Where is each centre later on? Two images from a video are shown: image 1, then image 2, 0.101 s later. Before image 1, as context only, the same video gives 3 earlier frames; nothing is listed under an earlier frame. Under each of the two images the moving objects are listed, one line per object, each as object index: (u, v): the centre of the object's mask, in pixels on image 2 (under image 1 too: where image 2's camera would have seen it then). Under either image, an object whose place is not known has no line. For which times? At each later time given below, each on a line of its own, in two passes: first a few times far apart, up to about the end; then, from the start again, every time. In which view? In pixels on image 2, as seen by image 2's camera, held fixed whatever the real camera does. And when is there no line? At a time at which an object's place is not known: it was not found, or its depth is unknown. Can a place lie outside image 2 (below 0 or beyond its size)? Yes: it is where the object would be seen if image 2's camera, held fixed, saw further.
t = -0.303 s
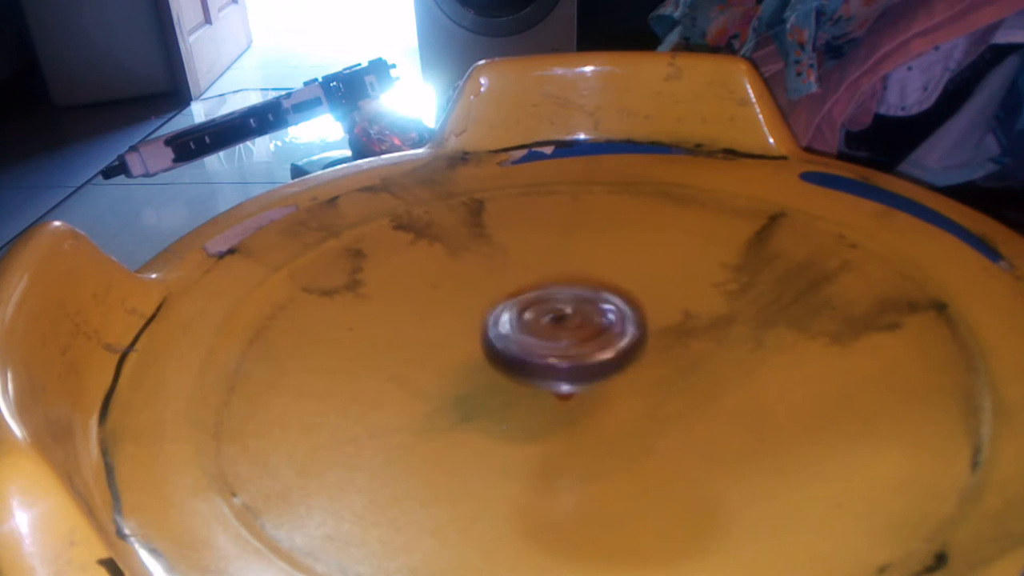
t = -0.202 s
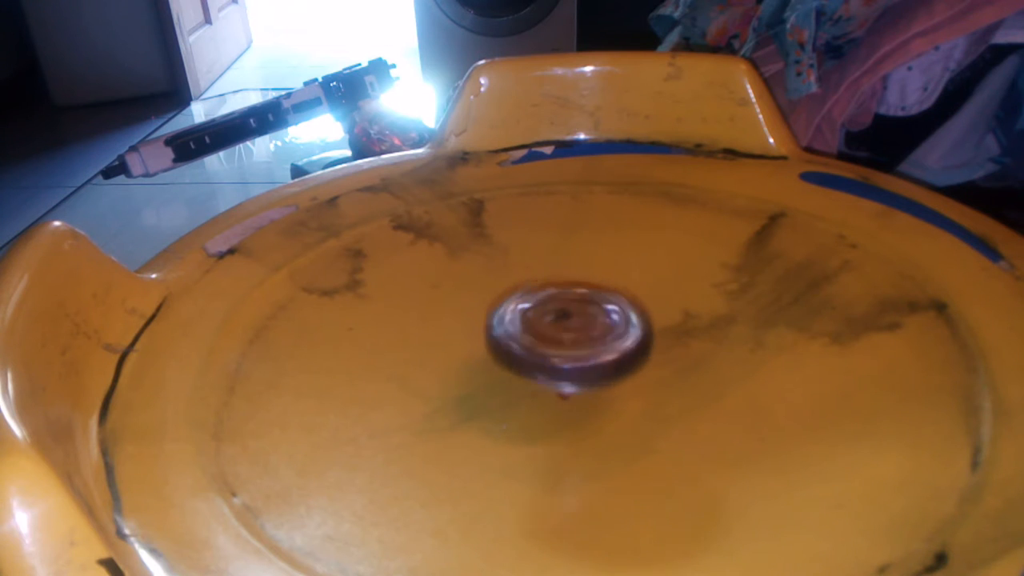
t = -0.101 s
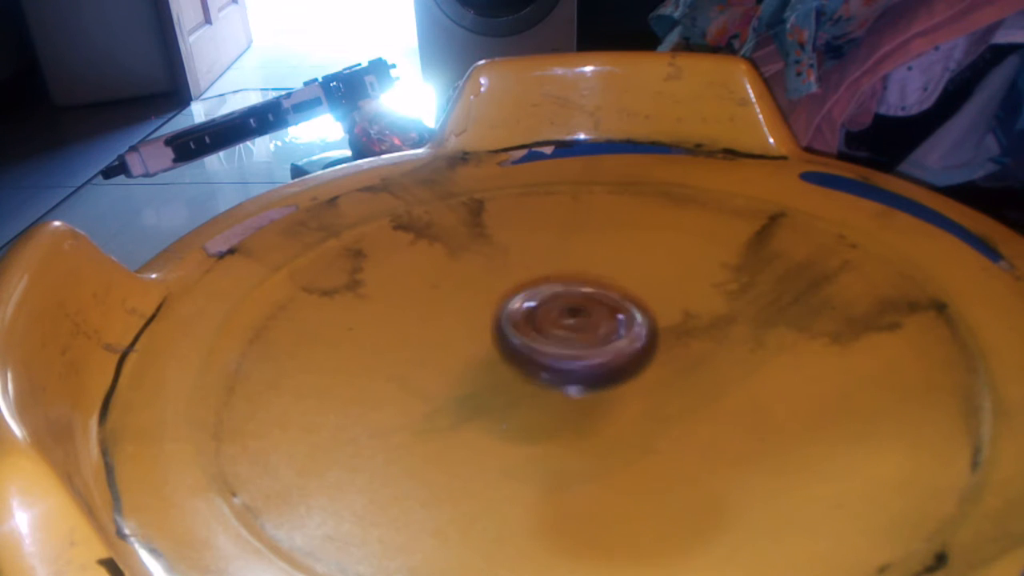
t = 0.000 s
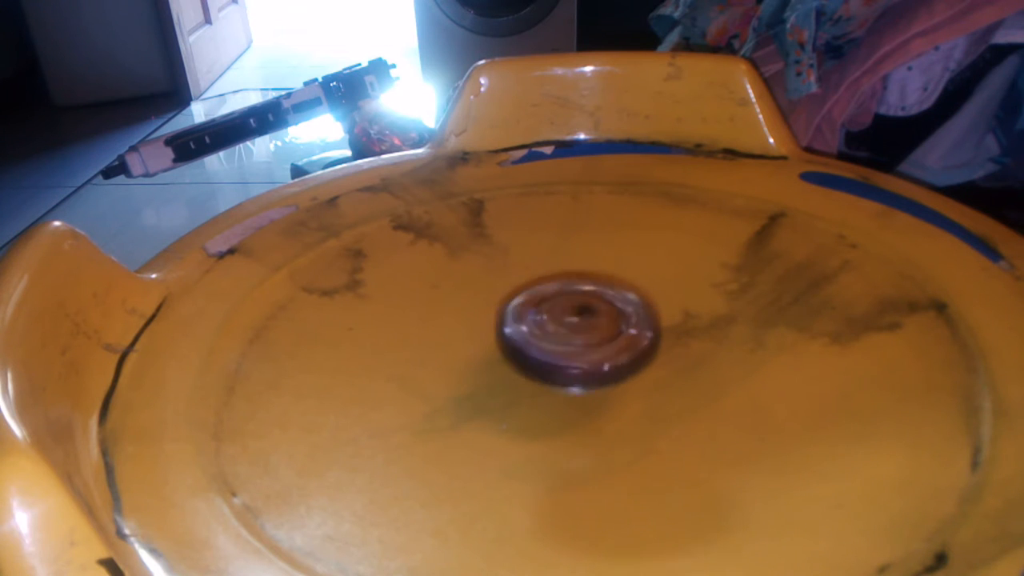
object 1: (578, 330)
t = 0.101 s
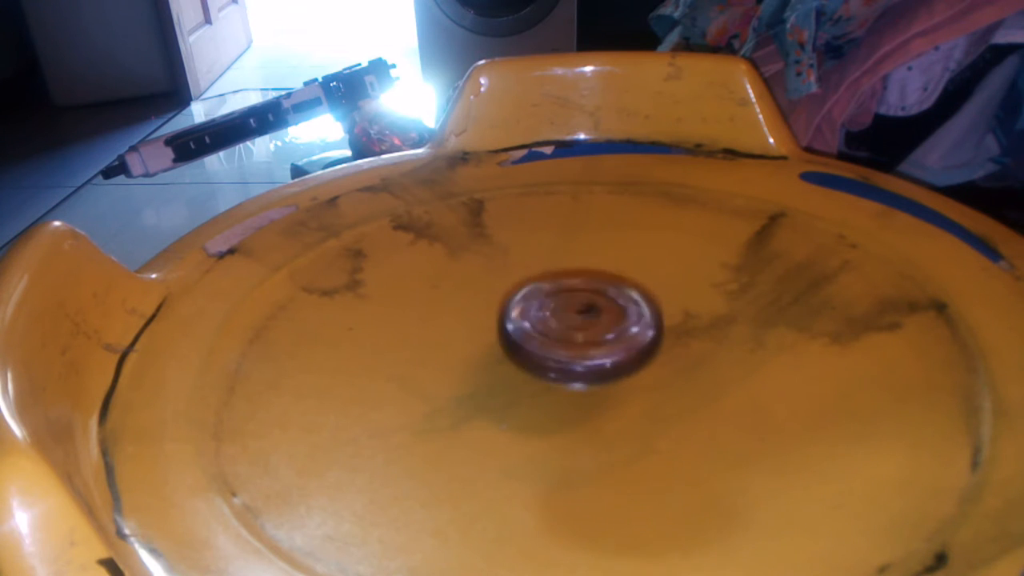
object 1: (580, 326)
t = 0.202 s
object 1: (579, 324)
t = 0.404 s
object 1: (576, 320)
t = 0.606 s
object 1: (569, 323)
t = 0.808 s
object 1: (570, 326)
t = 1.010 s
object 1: (570, 330)
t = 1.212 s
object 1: (578, 331)
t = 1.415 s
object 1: (582, 327)
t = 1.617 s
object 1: (581, 326)
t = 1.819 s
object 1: (583, 325)
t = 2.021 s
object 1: (571, 323)
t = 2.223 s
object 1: (564, 323)
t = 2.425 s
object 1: (562, 322)
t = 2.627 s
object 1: (565, 325)
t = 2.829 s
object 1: (564, 327)
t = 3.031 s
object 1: (565, 325)
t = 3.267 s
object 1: (569, 321)
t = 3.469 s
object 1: (577, 323)
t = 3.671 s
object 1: (581, 331)
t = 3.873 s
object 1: (585, 334)
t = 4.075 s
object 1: (576, 329)
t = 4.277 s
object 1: (588, 317)
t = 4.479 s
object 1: (592, 307)
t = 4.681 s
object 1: (583, 306)
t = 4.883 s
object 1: (560, 312)
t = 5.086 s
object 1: (565, 316)
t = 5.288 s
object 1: (533, 331)
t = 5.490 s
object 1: (549, 329)
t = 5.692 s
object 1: (569, 338)
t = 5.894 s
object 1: (579, 339)
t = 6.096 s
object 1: (607, 333)
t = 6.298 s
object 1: (634, 323)
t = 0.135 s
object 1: (579, 325)
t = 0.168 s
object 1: (581, 324)
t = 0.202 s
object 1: (579, 324)
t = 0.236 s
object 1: (579, 323)
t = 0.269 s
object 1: (580, 322)
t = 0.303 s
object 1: (576, 320)
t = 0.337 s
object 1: (577, 320)
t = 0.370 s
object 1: (578, 320)
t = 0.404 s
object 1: (576, 320)
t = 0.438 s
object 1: (577, 319)
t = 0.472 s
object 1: (575, 321)
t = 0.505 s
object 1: (575, 322)
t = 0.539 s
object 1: (575, 322)
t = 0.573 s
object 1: (570, 322)
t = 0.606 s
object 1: (569, 323)
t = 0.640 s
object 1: (568, 323)
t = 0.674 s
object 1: (568, 324)
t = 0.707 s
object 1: (569, 324)
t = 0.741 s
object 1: (568, 325)
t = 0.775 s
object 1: (568, 325)
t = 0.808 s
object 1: (570, 326)
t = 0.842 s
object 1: (569, 328)
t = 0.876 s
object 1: (568, 330)
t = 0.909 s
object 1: (569, 330)
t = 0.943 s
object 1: (572, 331)
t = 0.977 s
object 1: (573, 332)
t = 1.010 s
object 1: (570, 330)
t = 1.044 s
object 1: (572, 331)
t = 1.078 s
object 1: (573, 330)
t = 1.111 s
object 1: (572, 330)
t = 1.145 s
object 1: (576, 330)
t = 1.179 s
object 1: (578, 330)
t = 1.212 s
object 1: (578, 331)
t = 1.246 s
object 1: (580, 330)
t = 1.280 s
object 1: (579, 330)
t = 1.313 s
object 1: (578, 329)
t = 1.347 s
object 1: (581, 327)
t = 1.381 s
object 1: (582, 327)
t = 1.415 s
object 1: (582, 327)
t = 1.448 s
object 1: (584, 326)
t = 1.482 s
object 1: (583, 327)
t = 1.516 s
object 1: (583, 328)
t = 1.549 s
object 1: (584, 326)
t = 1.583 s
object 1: (581, 327)
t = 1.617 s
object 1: (581, 326)
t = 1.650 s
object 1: (583, 324)
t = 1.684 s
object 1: (582, 324)
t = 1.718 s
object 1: (583, 324)
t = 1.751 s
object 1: (585, 323)
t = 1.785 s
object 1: (583, 324)
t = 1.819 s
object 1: (583, 325)
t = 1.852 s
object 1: (584, 324)
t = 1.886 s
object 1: (580, 325)
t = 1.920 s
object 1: (577, 324)
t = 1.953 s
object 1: (577, 323)
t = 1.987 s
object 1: (574, 324)
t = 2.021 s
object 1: (571, 323)
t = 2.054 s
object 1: (571, 321)
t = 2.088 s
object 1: (569, 321)
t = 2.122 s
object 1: (568, 322)
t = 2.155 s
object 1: (569, 321)
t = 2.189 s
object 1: (568, 323)
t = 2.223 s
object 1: (564, 323)
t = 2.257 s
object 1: (564, 322)
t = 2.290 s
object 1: (564, 324)
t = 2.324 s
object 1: (560, 324)
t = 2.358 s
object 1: (562, 323)
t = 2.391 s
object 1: (564, 322)
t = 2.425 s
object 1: (562, 322)
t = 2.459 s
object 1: (564, 323)
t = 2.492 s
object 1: (567, 323)
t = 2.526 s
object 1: (564, 324)
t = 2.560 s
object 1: (565, 325)
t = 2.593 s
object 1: (567, 324)
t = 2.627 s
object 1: (565, 325)
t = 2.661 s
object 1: (563, 323)
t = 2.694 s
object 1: (563, 325)
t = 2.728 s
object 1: (563, 327)
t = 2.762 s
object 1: (560, 327)
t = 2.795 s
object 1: (561, 326)
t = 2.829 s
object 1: (564, 327)
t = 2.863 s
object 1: (561, 327)
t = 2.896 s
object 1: (562, 327)
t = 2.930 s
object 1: (565, 326)
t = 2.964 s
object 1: (564, 327)
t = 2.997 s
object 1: (562, 324)
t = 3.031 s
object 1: (565, 325)
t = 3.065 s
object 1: (565, 326)
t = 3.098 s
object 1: (562, 326)
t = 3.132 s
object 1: (564, 326)
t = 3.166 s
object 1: (567, 324)
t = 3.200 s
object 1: (565, 324)
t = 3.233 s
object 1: (566, 320)
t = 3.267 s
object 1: (569, 321)
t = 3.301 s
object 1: (571, 322)
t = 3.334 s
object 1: (570, 321)
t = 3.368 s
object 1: (573, 322)
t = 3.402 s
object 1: (579, 321)
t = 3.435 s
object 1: (578, 323)
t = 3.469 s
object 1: (577, 323)
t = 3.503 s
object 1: (580, 324)
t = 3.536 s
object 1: (583, 327)
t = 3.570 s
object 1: (579, 328)
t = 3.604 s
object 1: (578, 328)
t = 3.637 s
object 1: (580, 329)
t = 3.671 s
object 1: (581, 331)
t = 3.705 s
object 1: (580, 332)
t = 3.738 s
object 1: (583, 332)
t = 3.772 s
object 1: (589, 333)
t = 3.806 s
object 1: (587, 335)
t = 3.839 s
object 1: (585, 333)
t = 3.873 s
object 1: (585, 334)
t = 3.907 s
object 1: (586, 336)
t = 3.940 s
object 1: (582, 335)
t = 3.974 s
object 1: (581, 331)
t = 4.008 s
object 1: (581, 331)
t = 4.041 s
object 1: (581, 331)
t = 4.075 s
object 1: (576, 329)
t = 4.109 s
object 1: (578, 323)
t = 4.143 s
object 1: (581, 323)
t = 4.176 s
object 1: (584, 324)
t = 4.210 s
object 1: (583, 323)
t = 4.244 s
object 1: (583, 320)
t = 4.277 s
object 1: (588, 317)
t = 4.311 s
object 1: (592, 315)
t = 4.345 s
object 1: (593, 312)
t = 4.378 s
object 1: (594, 309)
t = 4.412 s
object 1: (597, 307)
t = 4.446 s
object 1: (597, 309)
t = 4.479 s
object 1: (592, 307)
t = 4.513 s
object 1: (590, 306)
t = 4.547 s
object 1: (592, 304)
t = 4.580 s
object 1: (590, 307)
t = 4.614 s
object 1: (585, 308)
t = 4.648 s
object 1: (583, 306)
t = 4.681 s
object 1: (583, 306)
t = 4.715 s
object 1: (583, 309)
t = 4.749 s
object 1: (577, 310)
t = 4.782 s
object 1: (574, 309)
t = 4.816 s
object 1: (571, 310)
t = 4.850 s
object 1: (568, 312)
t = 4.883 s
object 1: (560, 312)
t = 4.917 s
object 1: (558, 308)
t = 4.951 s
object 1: (559, 307)
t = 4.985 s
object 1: (564, 310)
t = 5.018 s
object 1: (565, 313)
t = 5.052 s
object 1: (565, 312)
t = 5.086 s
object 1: (565, 316)
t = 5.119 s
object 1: (563, 320)
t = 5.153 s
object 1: (554, 325)
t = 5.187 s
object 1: (545, 325)
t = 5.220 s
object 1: (537, 330)
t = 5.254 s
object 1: (533, 331)
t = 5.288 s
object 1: (533, 331)
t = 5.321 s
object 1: (534, 329)
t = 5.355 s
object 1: (537, 329)
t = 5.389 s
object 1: (535, 328)
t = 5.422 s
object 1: (539, 328)
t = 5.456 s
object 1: (541, 327)
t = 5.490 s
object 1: (549, 329)
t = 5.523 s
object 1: (551, 330)
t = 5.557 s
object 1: (555, 331)
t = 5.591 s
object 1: (560, 331)
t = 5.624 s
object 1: (566, 333)
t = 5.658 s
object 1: (568, 336)
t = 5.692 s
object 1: (569, 338)
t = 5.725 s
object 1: (568, 337)
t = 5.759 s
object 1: (567, 338)
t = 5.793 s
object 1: (569, 339)
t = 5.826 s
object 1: (571, 340)
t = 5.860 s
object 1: (574, 339)
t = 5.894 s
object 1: (579, 339)
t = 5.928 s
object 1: (584, 338)
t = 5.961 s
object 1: (588, 338)
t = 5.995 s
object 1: (593, 337)
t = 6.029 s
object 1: (598, 335)
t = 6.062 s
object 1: (602, 334)
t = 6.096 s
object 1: (607, 333)
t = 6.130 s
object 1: (612, 332)
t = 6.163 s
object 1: (617, 331)
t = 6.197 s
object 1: (622, 330)
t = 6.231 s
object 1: (627, 328)
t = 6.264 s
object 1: (631, 326)
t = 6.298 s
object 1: (634, 323)
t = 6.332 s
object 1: (636, 320)
